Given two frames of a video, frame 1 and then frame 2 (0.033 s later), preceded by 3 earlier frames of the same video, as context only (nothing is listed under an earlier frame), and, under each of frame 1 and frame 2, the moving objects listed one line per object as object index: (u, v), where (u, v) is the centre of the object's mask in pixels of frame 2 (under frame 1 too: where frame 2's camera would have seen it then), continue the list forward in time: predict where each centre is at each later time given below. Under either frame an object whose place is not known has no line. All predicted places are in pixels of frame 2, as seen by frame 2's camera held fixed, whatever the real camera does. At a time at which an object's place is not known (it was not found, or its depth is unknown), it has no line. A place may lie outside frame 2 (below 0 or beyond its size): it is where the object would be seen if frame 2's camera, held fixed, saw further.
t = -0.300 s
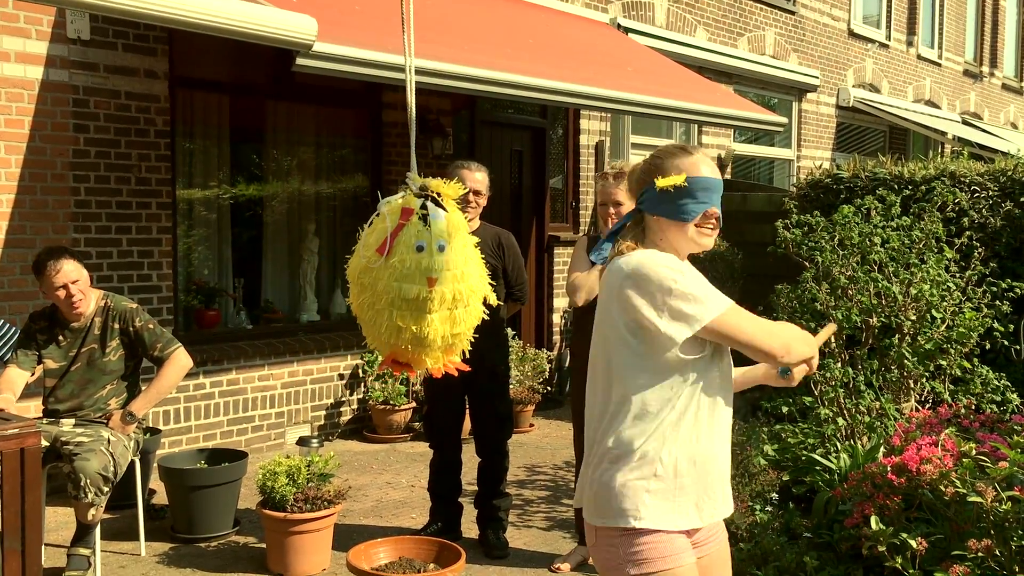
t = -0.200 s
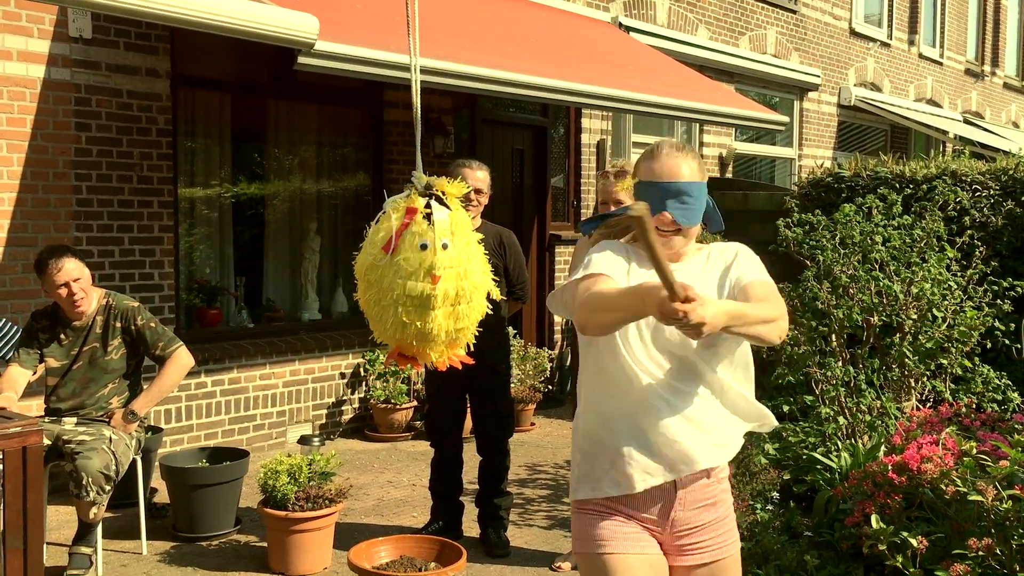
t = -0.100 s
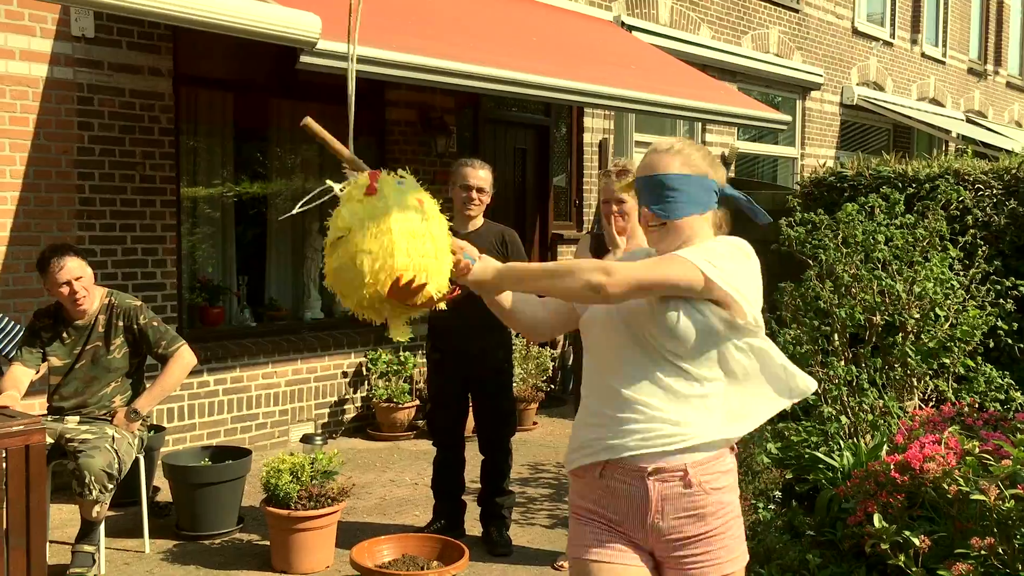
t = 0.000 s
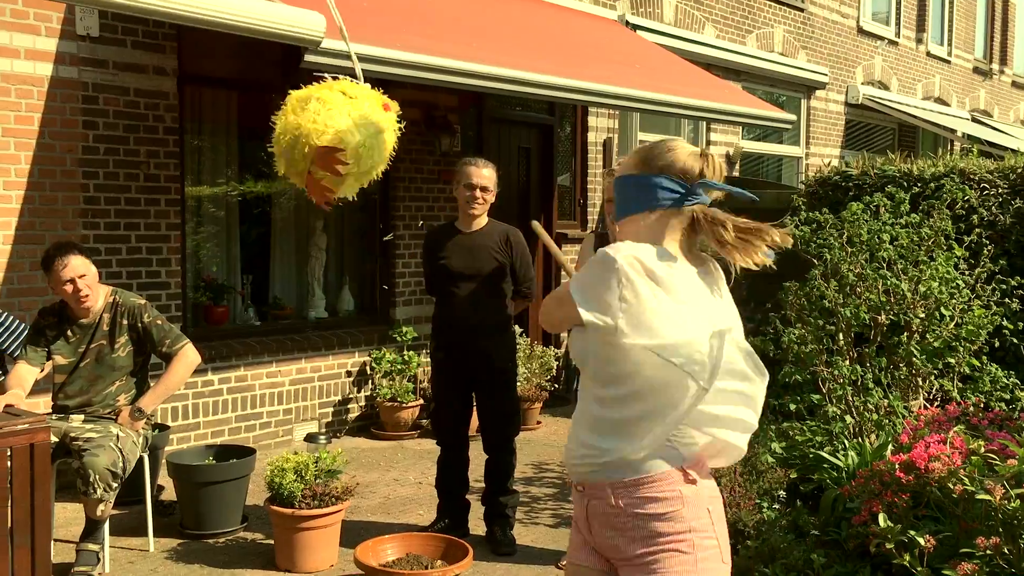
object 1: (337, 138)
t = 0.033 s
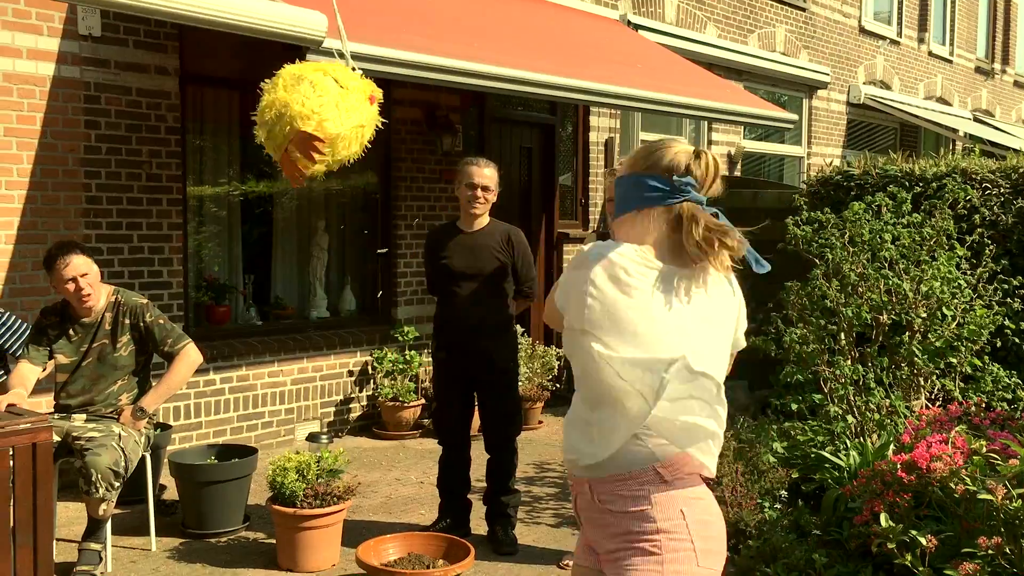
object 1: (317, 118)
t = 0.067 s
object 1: (306, 109)
